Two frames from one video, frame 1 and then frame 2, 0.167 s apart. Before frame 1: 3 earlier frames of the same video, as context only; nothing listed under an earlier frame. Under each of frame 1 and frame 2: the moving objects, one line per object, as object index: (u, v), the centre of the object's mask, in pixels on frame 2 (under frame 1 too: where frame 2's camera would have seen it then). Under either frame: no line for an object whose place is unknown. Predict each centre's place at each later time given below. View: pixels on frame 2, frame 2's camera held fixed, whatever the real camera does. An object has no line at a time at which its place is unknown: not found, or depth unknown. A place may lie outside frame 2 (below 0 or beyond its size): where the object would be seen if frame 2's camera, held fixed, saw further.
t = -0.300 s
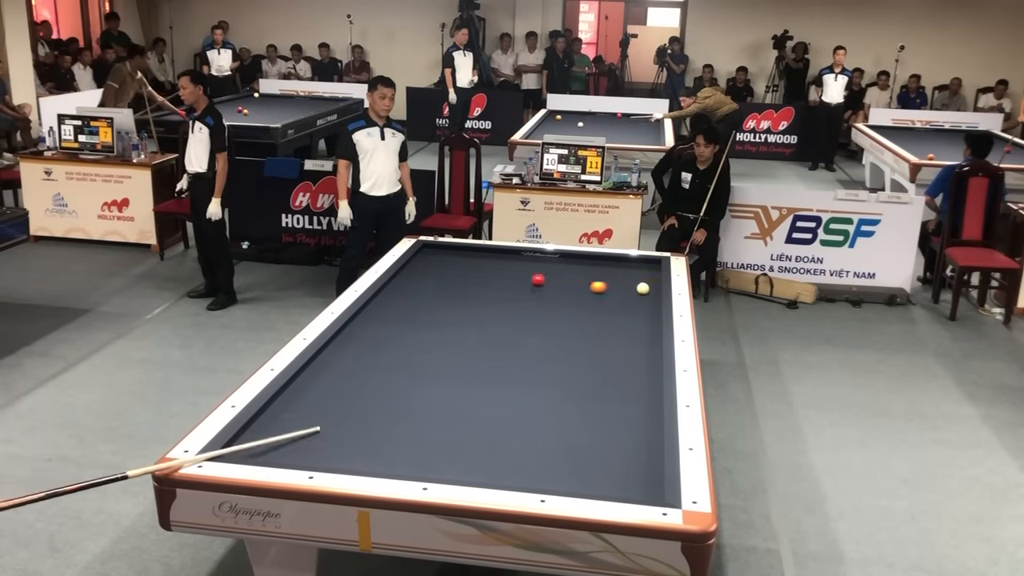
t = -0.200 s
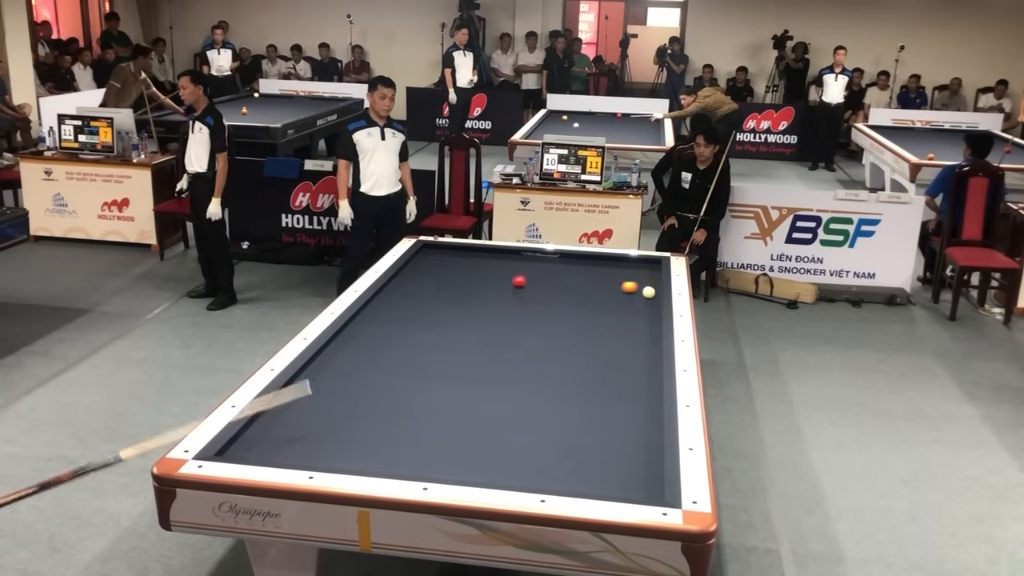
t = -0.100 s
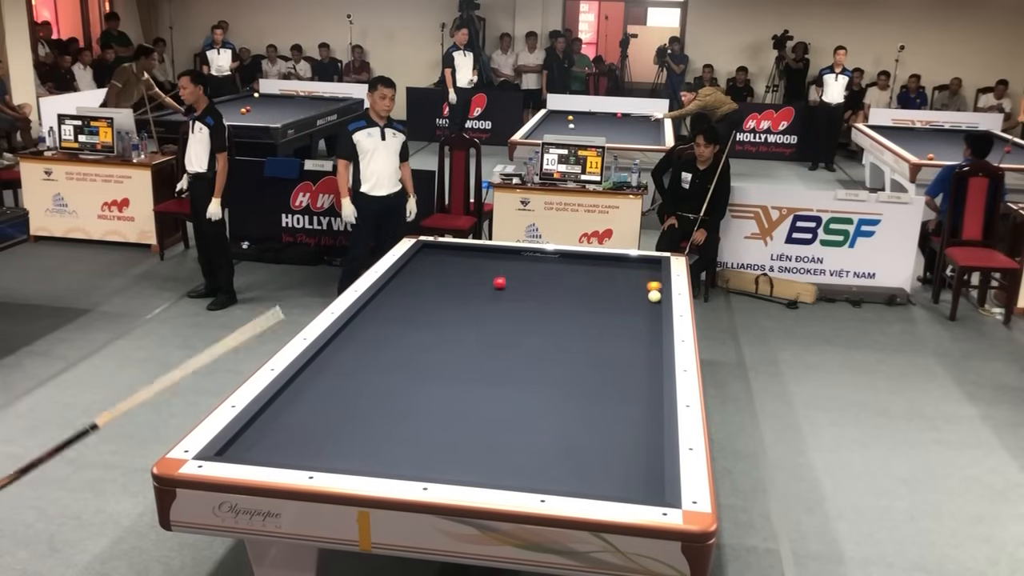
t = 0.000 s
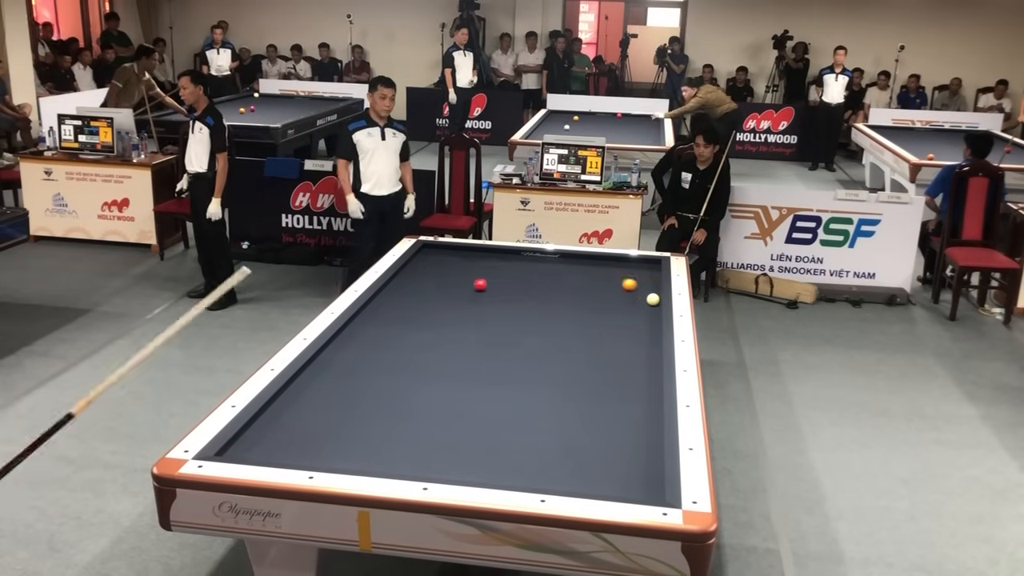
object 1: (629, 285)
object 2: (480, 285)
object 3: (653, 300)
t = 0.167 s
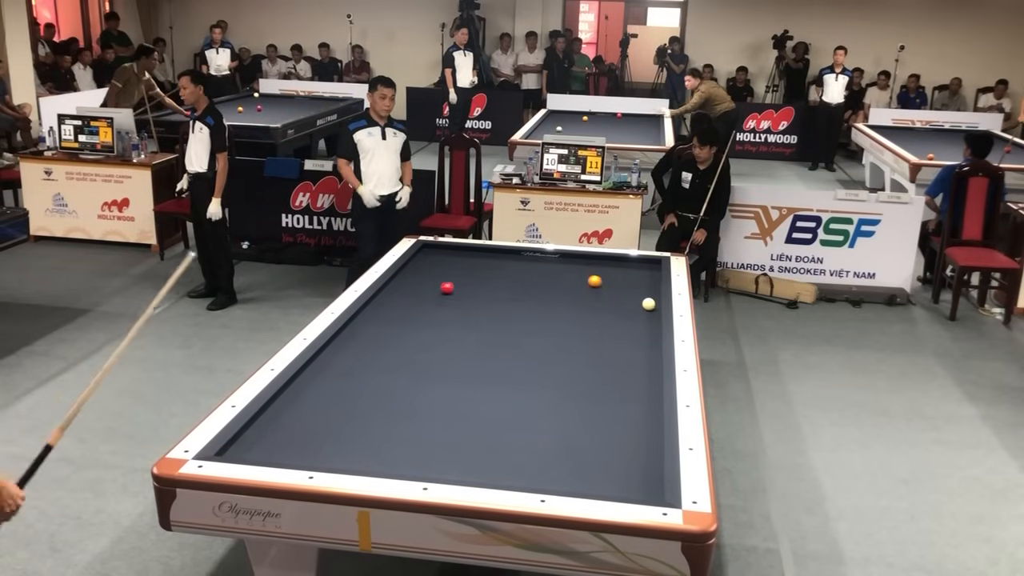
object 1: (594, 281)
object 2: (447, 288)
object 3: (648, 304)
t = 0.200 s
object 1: (589, 281)
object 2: (440, 289)
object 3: (647, 305)
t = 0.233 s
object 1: (583, 280)
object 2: (433, 289)
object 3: (646, 306)
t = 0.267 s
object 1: (578, 279)
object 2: (427, 290)
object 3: (646, 307)
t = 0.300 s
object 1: (573, 279)
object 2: (420, 290)
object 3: (645, 308)
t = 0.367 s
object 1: (563, 277)
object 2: (406, 292)
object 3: (643, 310)
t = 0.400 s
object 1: (558, 277)
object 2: (399, 292)
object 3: (642, 311)
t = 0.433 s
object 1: (552, 276)
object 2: (392, 293)
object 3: (641, 312)
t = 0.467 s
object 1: (548, 276)
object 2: (385, 293)
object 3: (640, 313)
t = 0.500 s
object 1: (543, 275)
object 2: (380, 294)
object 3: (639, 314)
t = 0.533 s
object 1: (537, 275)
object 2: (384, 295)
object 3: (638, 315)
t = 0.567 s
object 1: (533, 274)
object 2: (388, 296)
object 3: (637, 316)
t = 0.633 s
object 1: (523, 273)
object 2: (395, 299)
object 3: (635, 318)
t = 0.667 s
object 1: (518, 272)
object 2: (398, 300)
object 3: (634, 319)
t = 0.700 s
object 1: (513, 272)
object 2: (401, 301)
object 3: (634, 320)
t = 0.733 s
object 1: (508, 271)
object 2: (403, 302)
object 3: (633, 321)
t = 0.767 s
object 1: (503, 271)
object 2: (406, 303)
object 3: (632, 323)
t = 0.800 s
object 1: (498, 270)
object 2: (409, 304)
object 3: (631, 323)
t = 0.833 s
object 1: (494, 269)
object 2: (411, 304)
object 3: (630, 324)
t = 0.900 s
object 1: (484, 268)
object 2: (418, 307)
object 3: (628, 327)
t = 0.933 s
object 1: (479, 268)
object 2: (421, 308)
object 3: (627, 328)
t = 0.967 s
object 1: (475, 267)
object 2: (424, 309)
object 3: (626, 329)
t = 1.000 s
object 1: (470, 267)
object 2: (426, 310)
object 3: (625, 330)
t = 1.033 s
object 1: (466, 266)
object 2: (429, 311)
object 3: (624, 331)
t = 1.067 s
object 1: (461, 265)
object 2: (432, 312)
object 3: (623, 332)
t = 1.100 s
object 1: (456, 265)
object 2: (435, 313)
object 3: (622, 333)
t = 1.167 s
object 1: (447, 264)
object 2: (441, 315)
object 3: (620, 335)
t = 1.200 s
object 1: (443, 263)
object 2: (443, 316)
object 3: (619, 336)
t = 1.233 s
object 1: (438, 262)
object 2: (446, 317)
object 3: (618, 337)
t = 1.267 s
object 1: (434, 262)
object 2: (449, 318)
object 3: (617, 338)
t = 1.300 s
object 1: (429, 262)
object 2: (452, 319)
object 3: (616, 339)
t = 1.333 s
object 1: (425, 261)
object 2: (455, 320)
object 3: (615, 340)
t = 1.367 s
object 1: (421, 261)
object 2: (458, 321)
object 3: (614, 341)
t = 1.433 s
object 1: (413, 260)
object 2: (464, 323)
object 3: (612, 344)
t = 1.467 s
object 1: (416, 260)
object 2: (467, 325)
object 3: (611, 345)
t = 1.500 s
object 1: (420, 260)
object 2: (470, 326)
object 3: (610, 346)
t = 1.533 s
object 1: (423, 260)
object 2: (473, 327)
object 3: (609, 347)
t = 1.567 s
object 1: (426, 260)
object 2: (476, 327)
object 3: (608, 348)
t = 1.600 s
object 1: (429, 260)
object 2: (479, 329)
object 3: (607, 349)
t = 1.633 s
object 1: (432, 261)
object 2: (482, 330)
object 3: (606, 350)
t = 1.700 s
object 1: (437, 261)
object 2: (488, 332)
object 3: (604, 352)
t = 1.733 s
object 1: (440, 261)
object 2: (491, 333)
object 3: (603, 354)
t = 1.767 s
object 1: (443, 261)
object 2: (494, 334)
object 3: (602, 355)
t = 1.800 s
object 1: (445, 261)
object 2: (497, 335)
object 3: (601, 356)
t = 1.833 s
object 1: (448, 261)
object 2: (500, 336)
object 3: (599, 357)
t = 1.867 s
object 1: (451, 261)
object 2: (503, 338)
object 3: (599, 358)
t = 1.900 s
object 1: (453, 261)
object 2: (506, 339)
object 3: (597, 359)
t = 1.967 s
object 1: (458, 261)
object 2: (512, 341)
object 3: (595, 362)
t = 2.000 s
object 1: (461, 262)
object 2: (515, 342)
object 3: (594, 363)
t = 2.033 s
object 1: (464, 261)
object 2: (518, 343)
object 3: (593, 364)
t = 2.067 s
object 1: (466, 262)
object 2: (522, 344)
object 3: (592, 365)
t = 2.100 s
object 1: (469, 262)
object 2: (525, 346)
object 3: (591, 366)
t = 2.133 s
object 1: (471, 262)
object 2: (528, 347)
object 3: (590, 367)
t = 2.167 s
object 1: (473, 262)
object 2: (531, 348)
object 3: (589, 368)
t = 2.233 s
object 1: (479, 262)
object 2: (537, 350)
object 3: (586, 371)
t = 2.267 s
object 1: (481, 262)
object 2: (540, 352)
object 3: (585, 372)
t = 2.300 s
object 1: (484, 262)
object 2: (543, 353)
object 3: (584, 373)
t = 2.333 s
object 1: (486, 262)
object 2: (547, 354)
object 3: (583, 374)
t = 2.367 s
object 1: (489, 262)
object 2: (550, 355)
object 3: (582, 375)
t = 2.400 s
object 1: (491, 262)
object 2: (553, 356)
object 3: (581, 377)
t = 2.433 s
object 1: (493, 262)
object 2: (556, 357)
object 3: (580, 378)
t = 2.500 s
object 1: (499, 263)
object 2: (563, 359)
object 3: (578, 380)
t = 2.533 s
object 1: (501, 263)
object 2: (566, 361)
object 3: (577, 382)
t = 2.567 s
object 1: (503, 263)
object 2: (569, 362)
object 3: (575, 383)
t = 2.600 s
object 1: (506, 263)
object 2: (573, 363)
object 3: (574, 384)
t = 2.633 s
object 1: (508, 263)
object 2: (576, 364)
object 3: (573, 385)
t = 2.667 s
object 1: (510, 263)
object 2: (579, 366)
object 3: (572, 387)
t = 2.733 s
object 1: (515, 263)
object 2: (586, 368)
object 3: (570, 389)
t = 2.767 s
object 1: (518, 263)
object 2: (590, 369)
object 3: (568, 390)
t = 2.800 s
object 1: (520, 263)
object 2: (593, 370)
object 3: (567, 391)
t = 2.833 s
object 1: (522, 263)
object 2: (596, 372)
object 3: (566, 393)
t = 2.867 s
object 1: (525, 263)
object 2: (600, 373)
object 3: (565, 394)
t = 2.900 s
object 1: (527, 263)
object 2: (603, 374)
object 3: (564, 395)
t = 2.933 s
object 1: (529, 263)
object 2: (606, 376)
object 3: (563, 396)
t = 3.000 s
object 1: (534, 263)
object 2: (613, 378)
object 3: (560, 399)
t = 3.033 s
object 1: (536, 264)
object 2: (617, 379)
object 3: (559, 400)
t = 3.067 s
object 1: (539, 264)
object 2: (620, 381)
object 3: (558, 401)
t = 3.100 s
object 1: (541, 264)
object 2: (623, 382)
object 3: (557, 403)
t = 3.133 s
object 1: (543, 264)
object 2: (627, 383)
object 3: (556, 404)
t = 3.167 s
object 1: (545, 264)
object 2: (630, 385)
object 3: (554, 405)
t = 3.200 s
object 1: (548, 264)
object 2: (634, 386)
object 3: (553, 406)
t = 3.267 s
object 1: (552, 264)
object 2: (641, 389)
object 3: (551, 409)
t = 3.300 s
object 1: (554, 264)
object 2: (645, 390)
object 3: (550, 410)
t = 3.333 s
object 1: (556, 264)
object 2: (648, 391)
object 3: (549, 412)
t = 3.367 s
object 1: (559, 264)
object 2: (652, 393)
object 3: (548, 413)
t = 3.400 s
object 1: (561, 264)
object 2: (655, 394)
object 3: (546, 414)
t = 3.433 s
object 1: (563, 264)
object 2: (652, 394)
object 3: (545, 415)
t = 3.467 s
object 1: (565, 265)
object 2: (650, 394)
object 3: (544, 417)
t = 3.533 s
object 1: (570, 265)
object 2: (646, 395)
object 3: (541, 420)
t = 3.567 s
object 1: (572, 265)
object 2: (644, 395)
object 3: (540, 421)
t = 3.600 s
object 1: (574, 265)
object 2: (642, 396)
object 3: (539, 422)
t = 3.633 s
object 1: (576, 265)
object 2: (640, 396)
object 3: (538, 423)
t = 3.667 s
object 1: (578, 265)
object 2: (638, 396)
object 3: (537, 425)
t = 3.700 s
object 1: (580, 265)
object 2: (636, 397)
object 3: (535, 426)
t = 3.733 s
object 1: (582, 265)
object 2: (635, 397)
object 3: (534, 428)
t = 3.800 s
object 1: (586, 265)
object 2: (631, 398)
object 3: (531, 430)
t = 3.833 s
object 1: (589, 265)
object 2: (629, 399)
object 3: (530, 432)
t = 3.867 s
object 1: (591, 265)
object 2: (628, 399)
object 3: (529, 433)
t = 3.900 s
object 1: (593, 265)
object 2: (626, 399)
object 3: (528, 434)
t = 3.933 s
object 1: (595, 265)
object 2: (624, 400)
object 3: (527, 436)
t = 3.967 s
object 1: (597, 266)
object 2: (622, 400)
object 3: (525, 437)
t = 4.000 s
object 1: (599, 266)
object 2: (620, 401)
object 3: (524, 438)
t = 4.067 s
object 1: (603, 266)
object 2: (617, 401)
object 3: (522, 441)
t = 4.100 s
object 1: (605, 266)
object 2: (615, 402)
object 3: (520, 443)
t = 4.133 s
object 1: (607, 266)
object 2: (613, 402)
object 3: (519, 444)
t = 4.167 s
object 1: (609, 266)
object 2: (611, 403)
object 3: (518, 445)
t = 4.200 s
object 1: (611, 266)
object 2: (610, 403)
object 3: (517, 447)
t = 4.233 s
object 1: (613, 266)
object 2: (608, 403)
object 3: (515, 448)
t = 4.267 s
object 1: (615, 266)
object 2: (606, 404)
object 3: (514, 450)
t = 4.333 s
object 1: (619, 266)
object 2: (603, 405)
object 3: (512, 452)
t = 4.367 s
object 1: (621, 266)
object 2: (601, 405)
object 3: (510, 454)
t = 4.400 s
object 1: (623, 266)
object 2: (599, 405)
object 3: (509, 455)
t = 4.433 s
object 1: (625, 266)
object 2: (598, 406)
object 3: (508, 457)
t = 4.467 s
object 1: (627, 266)
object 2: (596, 406)
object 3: (507, 458)
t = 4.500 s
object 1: (629, 266)
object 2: (594, 407)
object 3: (505, 459)
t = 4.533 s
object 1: (631, 266)
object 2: (593, 407)
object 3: (504, 461)
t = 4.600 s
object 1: (634, 267)
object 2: (589, 408)
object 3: (501, 464)
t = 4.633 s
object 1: (636, 267)
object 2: (588, 408)
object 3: (500, 465)
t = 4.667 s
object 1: (638, 267)
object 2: (586, 408)
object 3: (499, 467)
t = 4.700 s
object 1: (640, 267)
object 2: (584, 409)
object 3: (498, 468)
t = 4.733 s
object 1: (642, 267)
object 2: (583, 409)
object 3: (496, 470)
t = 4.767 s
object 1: (644, 267)
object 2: (581, 410)
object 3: (495, 471)
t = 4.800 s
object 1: (645, 267)
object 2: (579, 410)
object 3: (494, 472)
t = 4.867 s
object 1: (649, 267)
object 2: (576, 411)
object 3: (491, 474)
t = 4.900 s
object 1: (651, 267)
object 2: (575, 411)
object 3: (490, 475)
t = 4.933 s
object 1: (653, 267)
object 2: (573, 411)
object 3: (489, 476)
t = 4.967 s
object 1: (655, 267)
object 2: (571, 412)
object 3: (488, 477)
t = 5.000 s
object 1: (656, 267)
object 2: (570, 412)
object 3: (488, 477)
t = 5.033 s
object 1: (654, 267)
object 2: (568, 412)
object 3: (488, 476)
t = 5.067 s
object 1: (653, 267)
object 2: (567, 413)
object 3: (488, 475)
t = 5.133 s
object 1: (651, 267)
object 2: (563, 413)
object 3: (489, 474)
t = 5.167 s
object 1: (650, 267)
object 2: (562, 414)
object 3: (489, 474)
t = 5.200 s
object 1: (649, 267)
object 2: (560, 414)
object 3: (490, 474)
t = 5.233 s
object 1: (648, 267)
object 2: (558, 414)
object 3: (490, 473)
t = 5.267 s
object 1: (647, 266)
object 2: (557, 415)
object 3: (490, 473)
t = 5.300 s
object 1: (647, 266)
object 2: (555, 415)
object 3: (491, 472)
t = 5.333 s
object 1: (646, 266)
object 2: (554, 415)
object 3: (491, 472)
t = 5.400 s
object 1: (644, 266)
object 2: (551, 416)
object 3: (491, 471)
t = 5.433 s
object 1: (643, 266)
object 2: (549, 416)
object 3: (492, 470)
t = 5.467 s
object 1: (642, 266)
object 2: (548, 417)
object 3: (492, 470)
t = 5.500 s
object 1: (641, 266)
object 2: (546, 417)
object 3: (492, 469)
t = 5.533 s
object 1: (640, 266)
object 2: (545, 417)
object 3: (493, 468)
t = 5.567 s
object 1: (639, 265)
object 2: (544, 418)
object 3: (493, 468)
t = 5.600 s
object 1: (638, 265)
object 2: (542, 418)
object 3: (493, 467)
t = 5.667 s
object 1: (636, 265)
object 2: (539, 418)
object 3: (494, 466)
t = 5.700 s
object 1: (635, 265)
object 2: (538, 419)
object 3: (494, 465)
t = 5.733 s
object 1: (635, 265)
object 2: (536, 419)
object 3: (494, 465)
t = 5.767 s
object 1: (634, 265)
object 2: (535, 419)
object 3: (494, 464)
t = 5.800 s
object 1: (633, 265)
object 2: (533, 420)
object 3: (495, 464)
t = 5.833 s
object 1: (632, 265)
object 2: (532, 420)
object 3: (495, 463)
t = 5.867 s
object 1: (631, 264)
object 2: (531, 420)
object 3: (495, 463)
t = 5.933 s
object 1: (630, 264)
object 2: (528, 421)
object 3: (495, 462)
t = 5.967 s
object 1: (629, 264)
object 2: (526, 421)
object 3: (496, 461)
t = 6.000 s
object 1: (628, 264)
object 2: (525, 421)
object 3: (496, 461)
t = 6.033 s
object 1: (627, 264)
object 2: (524, 421)
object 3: (496, 460)
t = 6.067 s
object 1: (626, 264)
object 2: (522, 421)
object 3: (497, 460)
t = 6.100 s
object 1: (626, 264)
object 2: (521, 422)
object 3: (497, 459)
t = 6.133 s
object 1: (625, 264)
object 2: (520, 422)
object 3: (497, 459)
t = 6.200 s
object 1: (623, 264)
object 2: (517, 422)
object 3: (498, 458)
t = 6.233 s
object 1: (622, 263)
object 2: (516, 423)
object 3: (498, 457)
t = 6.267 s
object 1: (622, 263)
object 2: (514, 423)
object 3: (498, 457)
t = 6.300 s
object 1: (621, 263)
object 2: (513, 423)
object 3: (498, 457)
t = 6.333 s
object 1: (620, 263)
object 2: (512, 424)
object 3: (499, 456)
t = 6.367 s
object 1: (620, 263)
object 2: (511, 424)
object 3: (499, 456)
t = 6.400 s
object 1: (619, 263)
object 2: (509, 424)
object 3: (499, 455)
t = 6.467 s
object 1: (618, 263)
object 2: (507, 425)
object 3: (500, 455)
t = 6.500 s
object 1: (617, 263)
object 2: (505, 425)
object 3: (500, 454)
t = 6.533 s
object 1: (616, 263)
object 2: (504, 425)
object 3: (500, 454)
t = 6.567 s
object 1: (616, 263)
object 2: (503, 425)
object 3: (500, 454)
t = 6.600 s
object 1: (615, 263)
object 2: (502, 426)
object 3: (500, 453)
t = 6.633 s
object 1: (614, 263)
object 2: (501, 426)
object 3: (501, 453)
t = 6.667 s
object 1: (614, 263)
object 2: (499, 426)
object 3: (501, 452)
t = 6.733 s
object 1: (612, 263)
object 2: (497, 426)
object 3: (501, 452)
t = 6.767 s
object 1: (612, 262)
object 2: (496, 427)
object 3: (502, 451)
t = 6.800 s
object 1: (611, 262)
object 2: (495, 427)
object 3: (502, 451)
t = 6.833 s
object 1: (611, 262)
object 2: (494, 427)
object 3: (502, 451)
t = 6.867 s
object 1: (610, 262)
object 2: (492, 428)
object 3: (502, 451)
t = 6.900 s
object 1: (609, 262)
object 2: (492, 428)
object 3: (502, 450)
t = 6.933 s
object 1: (609, 262)
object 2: (490, 428)
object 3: (503, 450)
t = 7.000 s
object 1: (608, 262)
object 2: (488, 428)
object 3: (503, 449)
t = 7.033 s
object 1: (607, 262)
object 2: (487, 428)
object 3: (503, 449)
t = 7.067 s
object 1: (607, 262)
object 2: (486, 429)
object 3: (503, 449)
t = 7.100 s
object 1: (606, 262)
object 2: (485, 429)
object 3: (503, 449)
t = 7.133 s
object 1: (606, 262)
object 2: (484, 429)
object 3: (504, 448)
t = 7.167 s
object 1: (605, 262)
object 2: (483, 429)
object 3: (504, 448)
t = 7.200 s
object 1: (605, 262)
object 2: (481, 430)
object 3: (504, 448)
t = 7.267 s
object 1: (604, 262)
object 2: (479, 430)
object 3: (504, 448)
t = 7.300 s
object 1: (603, 262)
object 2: (479, 430)
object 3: (505, 447)
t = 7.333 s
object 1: (603, 261)
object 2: (477, 430)
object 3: (505, 447)
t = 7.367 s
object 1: (602, 261)
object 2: (476, 431)
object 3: (505, 447)
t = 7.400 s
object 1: (602, 261)
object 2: (476, 431)
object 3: (505, 447)
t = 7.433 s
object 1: (601, 261)
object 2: (475, 431)
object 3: (505, 446)
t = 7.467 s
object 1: (601, 261)
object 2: (474, 431)
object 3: (505, 446)
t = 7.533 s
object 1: (600, 261)
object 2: (472, 431)
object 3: (505, 446)
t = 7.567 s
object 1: (599, 261)
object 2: (471, 431)
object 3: (506, 446)
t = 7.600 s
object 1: (599, 261)
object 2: (470, 432)
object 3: (505, 446)
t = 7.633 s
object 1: (599, 261)
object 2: (469, 432)
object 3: (506, 445)
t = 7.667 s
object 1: (598, 261)
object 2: (468, 432)
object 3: (506, 445)
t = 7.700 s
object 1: (598, 261)
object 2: (467, 432)
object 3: (505, 445)
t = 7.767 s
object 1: (597, 261)
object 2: (465, 432)
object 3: (505, 445)
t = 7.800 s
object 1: (597, 261)
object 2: (465, 432)
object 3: (505, 445)
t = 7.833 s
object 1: (596, 261)
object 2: (464, 433)
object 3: (505, 445)
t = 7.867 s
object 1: (596, 261)
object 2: (463, 433)
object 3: (505, 445)
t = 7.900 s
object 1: (595, 261)
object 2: (462, 433)
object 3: (505, 444)
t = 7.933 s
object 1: (595, 261)
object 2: (461, 433)
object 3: (505, 444)
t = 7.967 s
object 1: (595, 261)
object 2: (461, 433)
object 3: (505, 444)
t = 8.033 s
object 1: (594, 261)
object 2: (459, 433)
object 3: (505, 444)
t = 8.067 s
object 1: (594, 260)
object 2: (458, 433)
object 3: (505, 444)
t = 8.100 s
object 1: (594, 260)
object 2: (458, 433)
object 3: (505, 444)
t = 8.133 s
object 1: (593, 260)
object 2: (457, 433)
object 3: (505, 444)
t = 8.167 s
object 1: (593, 260)
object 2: (456, 434)
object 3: (505, 444)
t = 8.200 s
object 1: (593, 260)
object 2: (455, 434)
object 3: (505, 444)
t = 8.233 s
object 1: (592, 260)
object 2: (455, 434)
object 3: (505, 444)
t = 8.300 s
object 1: (592, 260)
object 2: (453, 434)
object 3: (505, 443)
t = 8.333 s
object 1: (592, 260)
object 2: (453, 434)
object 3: (505, 443)
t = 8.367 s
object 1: (591, 260)
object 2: (452, 434)
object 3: (505, 443)
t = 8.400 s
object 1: (591, 260)
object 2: (451, 434)
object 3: (506, 443)
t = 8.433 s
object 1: (591, 260)
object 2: (451, 434)
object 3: (506, 443)
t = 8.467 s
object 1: (590, 260)
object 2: (450, 434)
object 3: (506, 443)
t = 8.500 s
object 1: (590, 260)
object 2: (450, 434)
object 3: (506, 443)
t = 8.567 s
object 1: (590, 260)
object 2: (449, 434)
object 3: (506, 443)
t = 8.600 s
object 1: (590, 260)
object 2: (448, 434)
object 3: (506, 443)
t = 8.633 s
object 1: (589, 260)
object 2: (447, 435)
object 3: (506, 443)
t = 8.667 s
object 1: (589, 260)
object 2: (447, 435)
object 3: (506, 443)
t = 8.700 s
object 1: (589, 260)
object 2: (446, 435)
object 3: (506, 443)
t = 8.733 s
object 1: (589, 260)
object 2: (446, 435)
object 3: (506, 443)
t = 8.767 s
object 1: (589, 260)
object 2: (445, 435)
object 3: (506, 443)
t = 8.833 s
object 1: (588, 260)
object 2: (444, 435)
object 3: (506, 443)
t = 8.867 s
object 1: (588, 260)
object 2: (444, 435)
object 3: (506, 443)
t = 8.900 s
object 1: (588, 260)
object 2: (443, 435)
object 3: (506, 443)
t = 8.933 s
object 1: (588, 260)
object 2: (443, 435)
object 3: (506, 443)
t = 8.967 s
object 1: (588, 260)
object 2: (443, 435)
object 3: (506, 443)
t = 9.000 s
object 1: (588, 260)
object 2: (442, 435)
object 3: (506, 443)
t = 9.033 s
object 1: (587, 260)
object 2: (442, 435)
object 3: (506, 443)
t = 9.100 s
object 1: (587, 260)
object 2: (441, 435)
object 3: (506, 443)
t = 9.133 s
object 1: (587, 260)
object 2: (441, 435)
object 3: (506, 443)
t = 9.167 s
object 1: (587, 260)
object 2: (440, 436)
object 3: (506, 443)
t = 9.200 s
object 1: (587, 260)
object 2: (440, 436)
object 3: (506, 443)
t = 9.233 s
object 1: (587, 260)
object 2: (440, 435)
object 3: (506, 443)
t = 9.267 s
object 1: (587, 260)
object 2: (439, 435)
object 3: (506, 443)
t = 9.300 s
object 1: (587, 260)
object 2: (439, 436)
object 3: (506, 443)
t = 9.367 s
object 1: (587, 260)
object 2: (439, 435)
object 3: (506, 443)
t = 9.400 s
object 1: (587, 260)
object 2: (438, 436)
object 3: (506, 443)
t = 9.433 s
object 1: (587, 260)
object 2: (438, 436)
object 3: (506, 443)
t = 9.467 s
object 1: (587, 260)
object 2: (438, 436)
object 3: (506, 443)
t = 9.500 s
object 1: (587, 260)
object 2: (438, 436)
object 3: (506, 443)
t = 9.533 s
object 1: (587, 260)
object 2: (437, 436)
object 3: (506, 443)
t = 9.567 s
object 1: (587, 260)
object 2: (437, 436)
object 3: (506, 443)
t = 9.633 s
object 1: (587, 260)
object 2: (437, 436)
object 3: (506, 443)
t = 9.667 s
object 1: (587, 260)
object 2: (437, 436)
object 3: (506, 443)
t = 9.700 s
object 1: (587, 260)
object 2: (436, 436)
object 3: (506, 443)
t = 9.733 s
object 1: (587, 260)
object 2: (436, 435)
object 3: (506, 443)
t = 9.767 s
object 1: (587, 260)
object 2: (436, 435)
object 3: (506, 443)
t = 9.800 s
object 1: (587, 260)
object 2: (436, 435)
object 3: (506, 443)
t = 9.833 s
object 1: (587, 260)
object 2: (436, 435)
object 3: (506, 443)
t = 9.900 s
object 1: (587, 260)
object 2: (436, 435)
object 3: (506, 443)
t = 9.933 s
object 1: (587, 260)
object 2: (435, 435)
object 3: (506, 443)
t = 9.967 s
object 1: (587, 260)
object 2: (435, 435)
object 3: (506, 443)
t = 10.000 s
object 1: (587, 260)
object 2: (435, 435)
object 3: (506, 443)
